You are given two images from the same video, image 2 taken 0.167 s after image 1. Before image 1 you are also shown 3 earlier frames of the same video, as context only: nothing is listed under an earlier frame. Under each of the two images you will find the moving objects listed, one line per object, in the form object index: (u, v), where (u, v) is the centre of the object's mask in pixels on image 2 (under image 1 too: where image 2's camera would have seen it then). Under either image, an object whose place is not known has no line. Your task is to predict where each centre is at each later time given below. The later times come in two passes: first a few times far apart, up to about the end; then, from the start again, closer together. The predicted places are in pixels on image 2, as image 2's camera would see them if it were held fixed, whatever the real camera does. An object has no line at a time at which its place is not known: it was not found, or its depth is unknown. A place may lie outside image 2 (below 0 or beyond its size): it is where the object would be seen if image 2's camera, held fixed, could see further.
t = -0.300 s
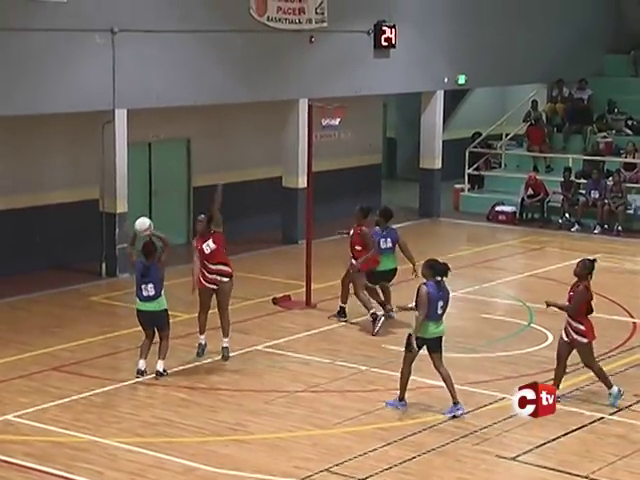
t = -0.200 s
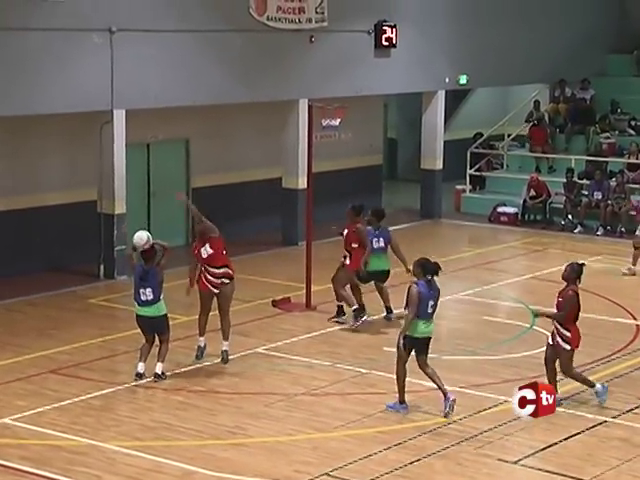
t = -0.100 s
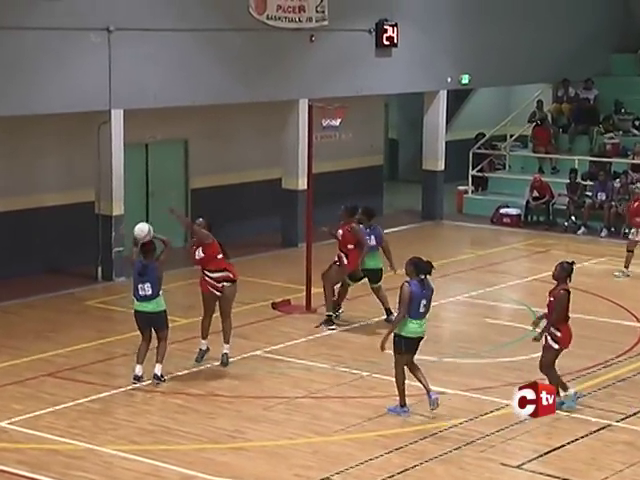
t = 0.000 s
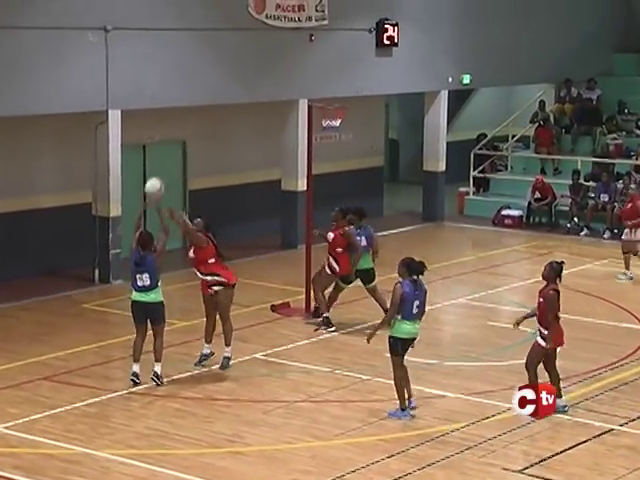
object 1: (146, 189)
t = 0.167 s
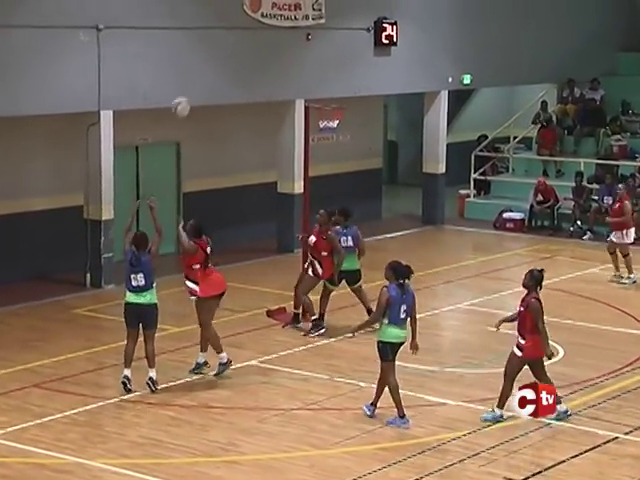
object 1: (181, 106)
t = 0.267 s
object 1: (198, 67)
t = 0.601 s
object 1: (254, 10)
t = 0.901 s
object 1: (301, 35)
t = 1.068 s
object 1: (323, 75)
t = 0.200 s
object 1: (186, 92)
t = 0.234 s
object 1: (191, 79)
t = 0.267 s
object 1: (198, 67)
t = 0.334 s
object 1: (211, 49)
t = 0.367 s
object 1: (218, 41)
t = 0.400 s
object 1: (223, 34)
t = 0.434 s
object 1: (229, 28)
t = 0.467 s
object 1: (235, 23)
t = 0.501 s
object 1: (240, 18)
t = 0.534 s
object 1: (245, 14)
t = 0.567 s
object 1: (250, 12)
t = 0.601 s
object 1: (254, 10)
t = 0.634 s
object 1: (260, 9)
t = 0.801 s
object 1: (286, 20)
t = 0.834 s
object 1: (292, 23)
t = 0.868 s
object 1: (296, 29)
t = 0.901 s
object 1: (301, 35)
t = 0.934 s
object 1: (306, 40)
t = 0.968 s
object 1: (311, 48)
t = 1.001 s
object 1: (315, 57)
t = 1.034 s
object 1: (319, 65)
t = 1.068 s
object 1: (323, 75)
